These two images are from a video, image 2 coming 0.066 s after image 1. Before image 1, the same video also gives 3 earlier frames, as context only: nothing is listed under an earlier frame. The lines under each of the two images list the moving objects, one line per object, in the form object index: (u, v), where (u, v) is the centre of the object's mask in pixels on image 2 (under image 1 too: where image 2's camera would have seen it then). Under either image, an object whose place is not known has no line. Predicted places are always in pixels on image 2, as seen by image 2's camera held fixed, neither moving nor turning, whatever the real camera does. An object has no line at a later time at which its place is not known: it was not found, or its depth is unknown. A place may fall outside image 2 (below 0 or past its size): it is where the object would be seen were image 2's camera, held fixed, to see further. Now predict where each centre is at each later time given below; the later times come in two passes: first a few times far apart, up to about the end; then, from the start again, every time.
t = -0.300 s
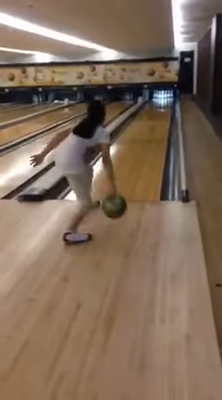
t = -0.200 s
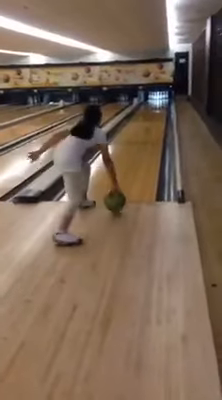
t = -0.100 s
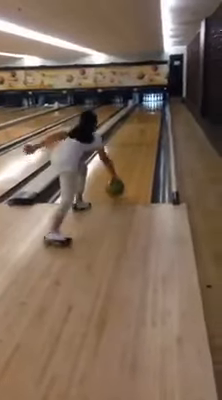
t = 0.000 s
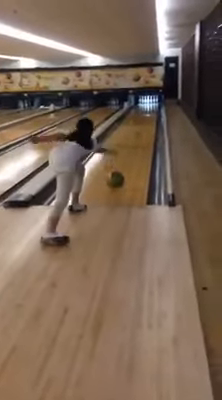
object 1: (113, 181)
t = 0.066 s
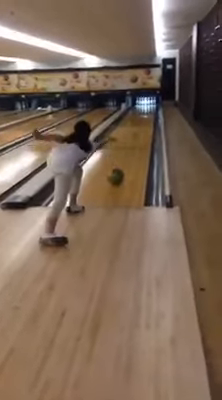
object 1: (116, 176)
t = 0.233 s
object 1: (121, 163)
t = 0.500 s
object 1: (126, 149)
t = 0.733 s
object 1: (130, 141)
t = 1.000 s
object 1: (133, 133)
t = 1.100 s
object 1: (134, 131)
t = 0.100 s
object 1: (117, 173)
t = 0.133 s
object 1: (118, 171)
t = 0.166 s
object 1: (119, 169)
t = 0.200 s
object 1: (120, 166)
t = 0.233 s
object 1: (121, 163)
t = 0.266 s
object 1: (122, 161)
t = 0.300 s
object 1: (122, 159)
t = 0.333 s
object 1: (123, 157)
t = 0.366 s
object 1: (124, 156)
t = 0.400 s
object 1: (125, 154)
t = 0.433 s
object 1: (125, 152)
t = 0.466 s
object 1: (126, 151)
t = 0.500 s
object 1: (126, 149)
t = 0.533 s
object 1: (127, 148)
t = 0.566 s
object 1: (127, 147)
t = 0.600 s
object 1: (128, 145)
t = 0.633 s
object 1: (128, 144)
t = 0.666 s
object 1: (128, 143)
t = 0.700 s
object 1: (129, 141)
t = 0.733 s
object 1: (130, 141)
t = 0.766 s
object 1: (130, 139)
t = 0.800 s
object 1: (130, 138)
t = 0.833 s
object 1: (131, 138)
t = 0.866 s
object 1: (132, 136)
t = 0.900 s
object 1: (132, 135)
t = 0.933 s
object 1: (133, 134)
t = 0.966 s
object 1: (133, 133)
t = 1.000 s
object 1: (133, 133)
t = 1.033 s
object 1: (133, 132)
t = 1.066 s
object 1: (134, 132)
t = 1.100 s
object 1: (134, 131)
